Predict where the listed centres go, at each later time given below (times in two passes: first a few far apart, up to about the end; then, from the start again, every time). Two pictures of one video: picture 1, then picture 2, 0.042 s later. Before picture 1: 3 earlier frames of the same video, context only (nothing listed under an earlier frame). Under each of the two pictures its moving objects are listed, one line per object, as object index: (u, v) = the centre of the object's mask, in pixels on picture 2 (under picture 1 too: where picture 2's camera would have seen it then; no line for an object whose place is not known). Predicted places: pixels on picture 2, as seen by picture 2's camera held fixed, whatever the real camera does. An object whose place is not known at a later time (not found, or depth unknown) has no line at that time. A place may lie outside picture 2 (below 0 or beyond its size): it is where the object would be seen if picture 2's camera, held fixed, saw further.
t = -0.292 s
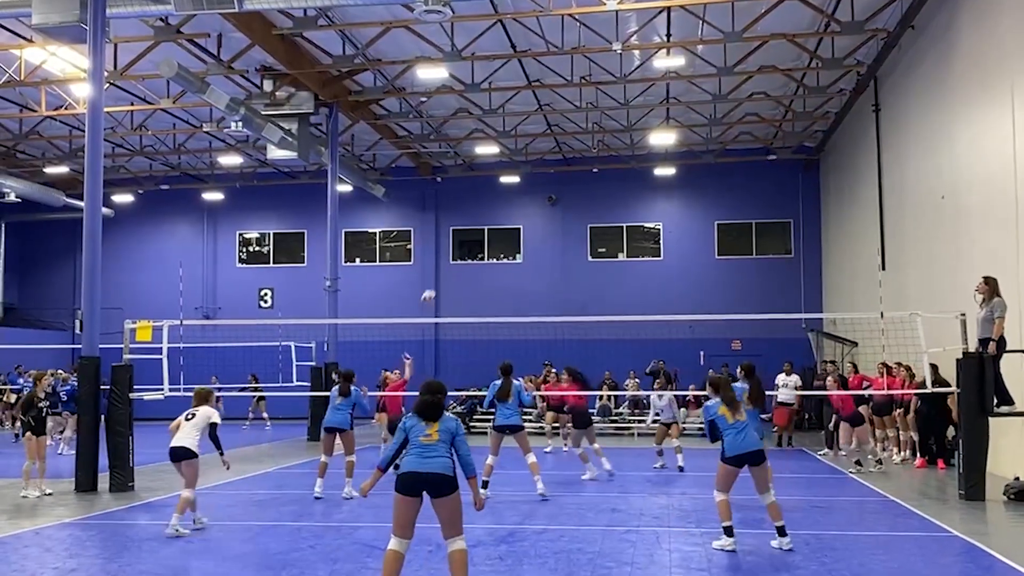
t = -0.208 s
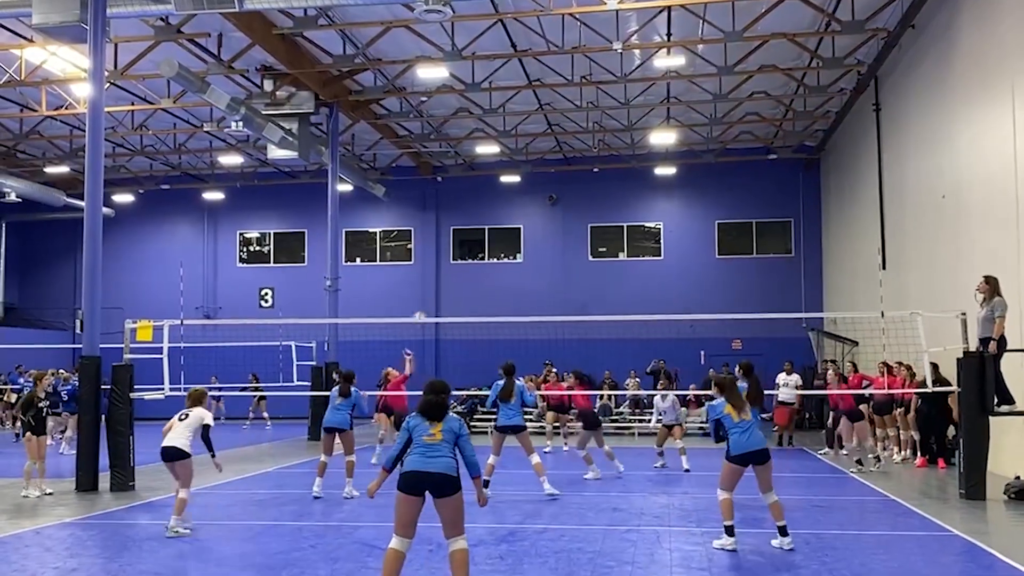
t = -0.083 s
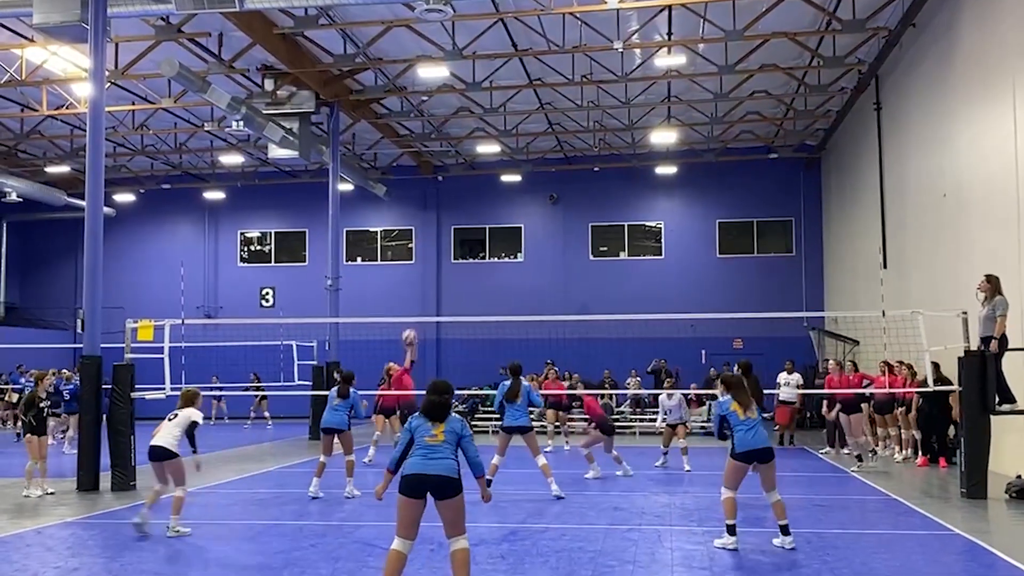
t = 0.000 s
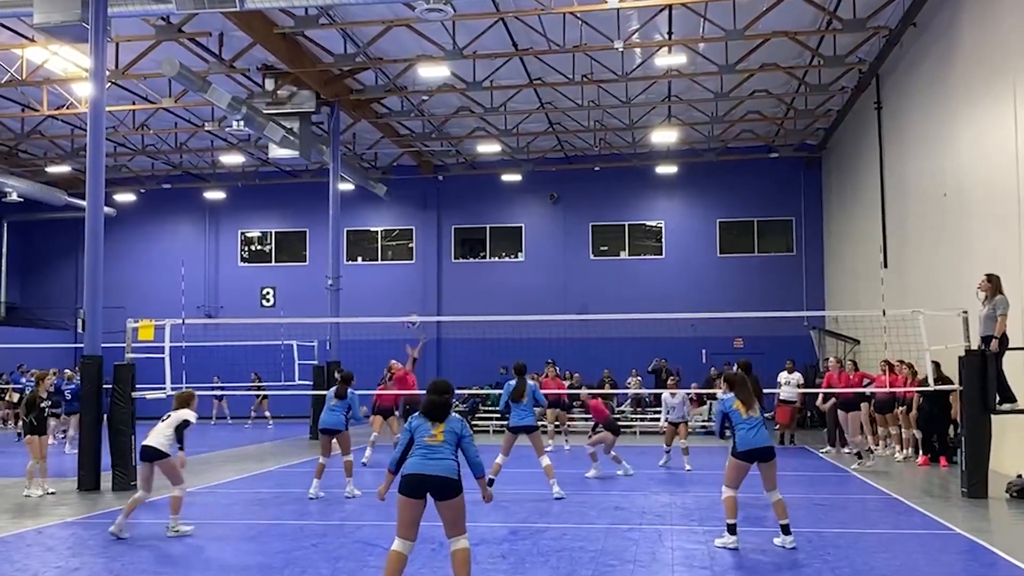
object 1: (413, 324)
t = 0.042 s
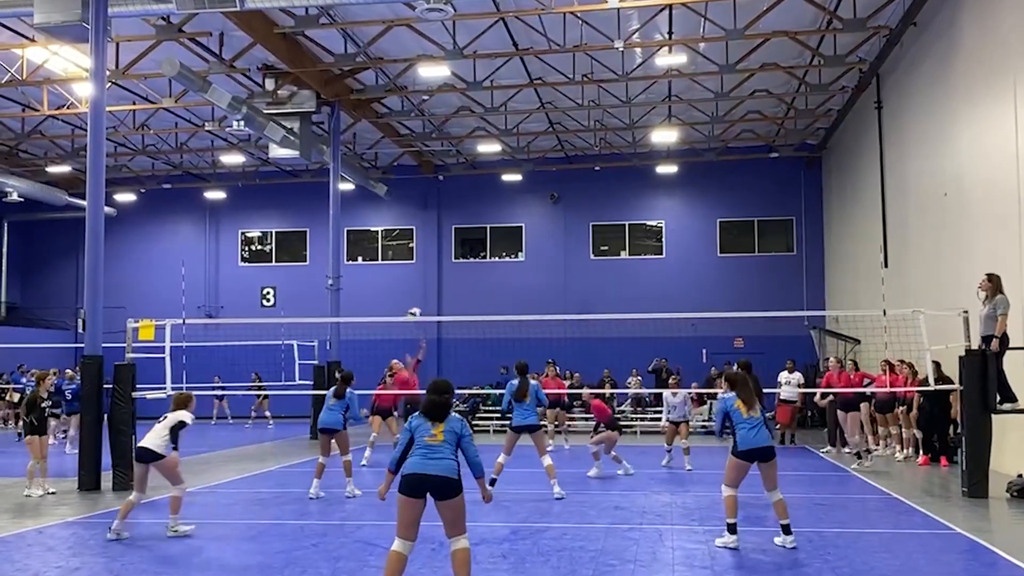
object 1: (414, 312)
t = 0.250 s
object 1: (422, 294)
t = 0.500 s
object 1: (433, 295)
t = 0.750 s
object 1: (443, 332)
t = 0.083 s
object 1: (416, 309)
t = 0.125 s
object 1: (417, 304)
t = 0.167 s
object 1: (419, 300)
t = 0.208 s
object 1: (421, 297)
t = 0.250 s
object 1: (422, 294)
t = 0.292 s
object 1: (425, 292)
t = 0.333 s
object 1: (426, 291)
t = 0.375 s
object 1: (428, 291)
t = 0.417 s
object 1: (429, 291)
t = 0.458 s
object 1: (431, 293)
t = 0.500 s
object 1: (433, 295)
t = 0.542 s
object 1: (434, 299)
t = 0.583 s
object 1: (435, 303)
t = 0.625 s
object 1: (437, 309)
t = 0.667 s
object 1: (439, 315)
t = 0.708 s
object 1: (441, 323)
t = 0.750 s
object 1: (443, 332)
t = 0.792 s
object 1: (444, 342)
